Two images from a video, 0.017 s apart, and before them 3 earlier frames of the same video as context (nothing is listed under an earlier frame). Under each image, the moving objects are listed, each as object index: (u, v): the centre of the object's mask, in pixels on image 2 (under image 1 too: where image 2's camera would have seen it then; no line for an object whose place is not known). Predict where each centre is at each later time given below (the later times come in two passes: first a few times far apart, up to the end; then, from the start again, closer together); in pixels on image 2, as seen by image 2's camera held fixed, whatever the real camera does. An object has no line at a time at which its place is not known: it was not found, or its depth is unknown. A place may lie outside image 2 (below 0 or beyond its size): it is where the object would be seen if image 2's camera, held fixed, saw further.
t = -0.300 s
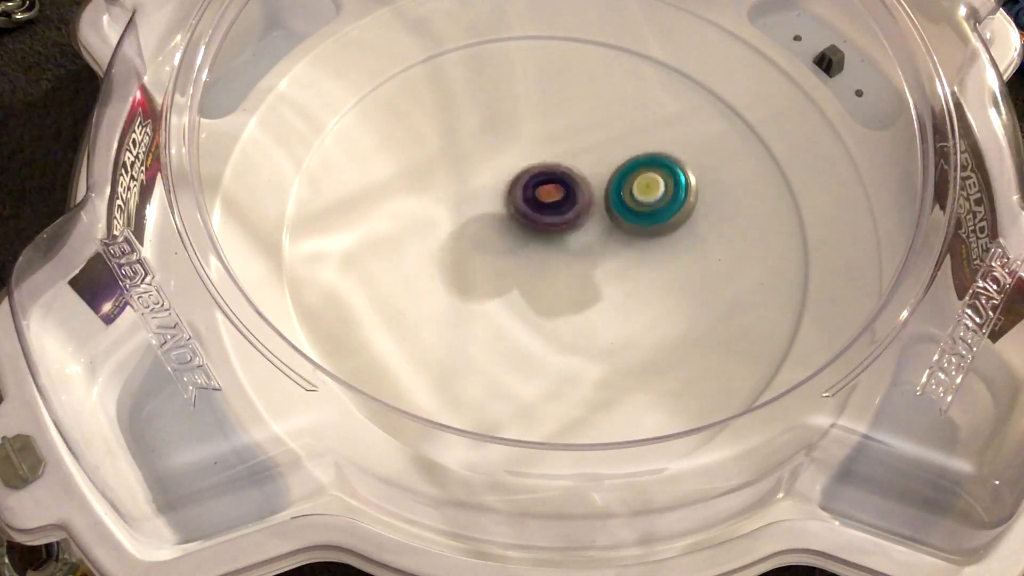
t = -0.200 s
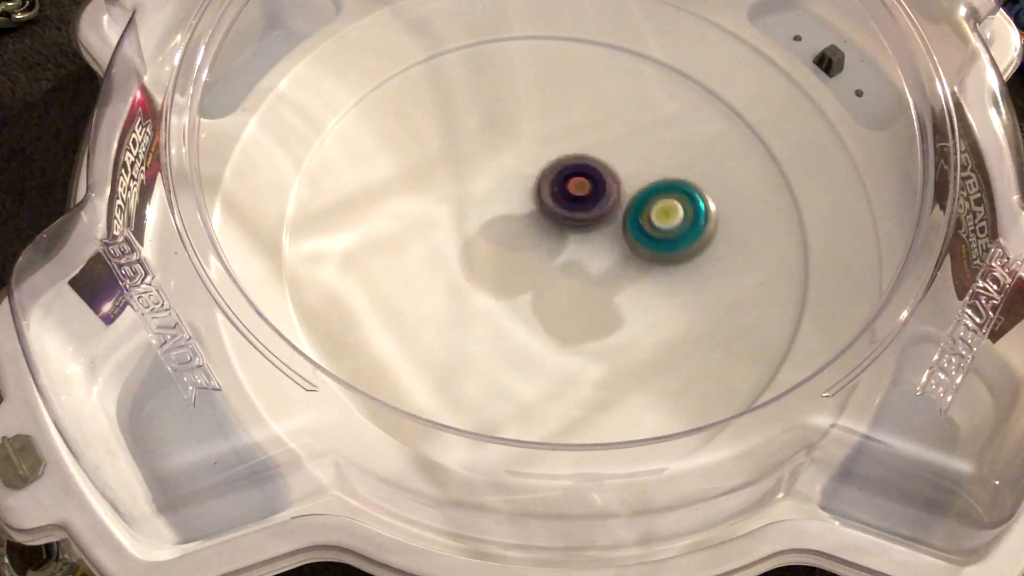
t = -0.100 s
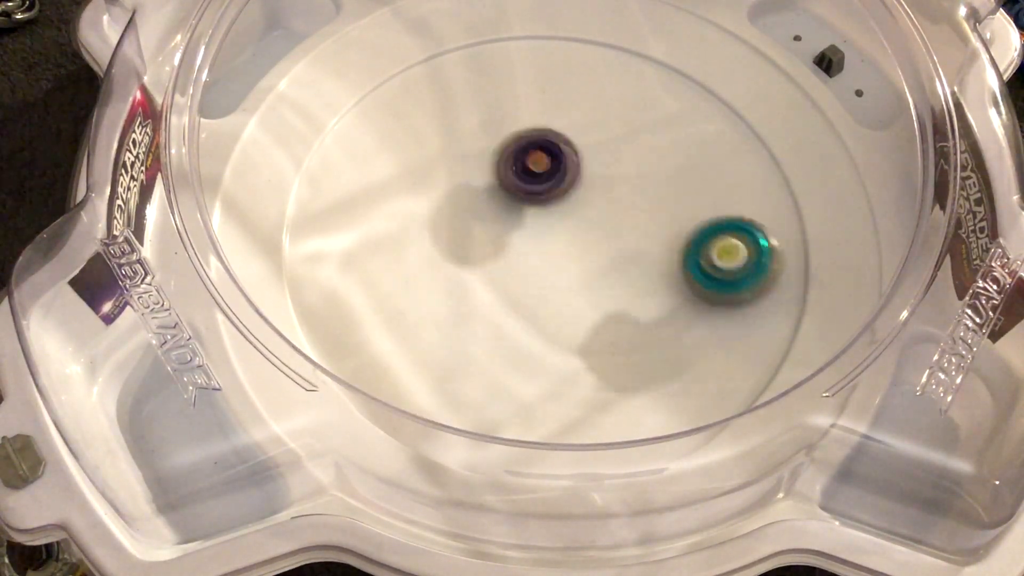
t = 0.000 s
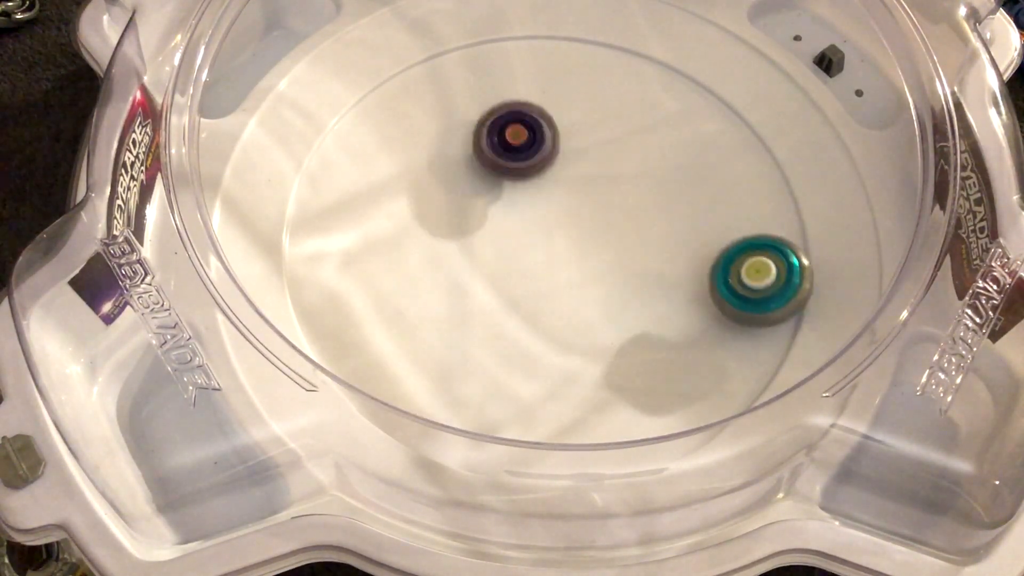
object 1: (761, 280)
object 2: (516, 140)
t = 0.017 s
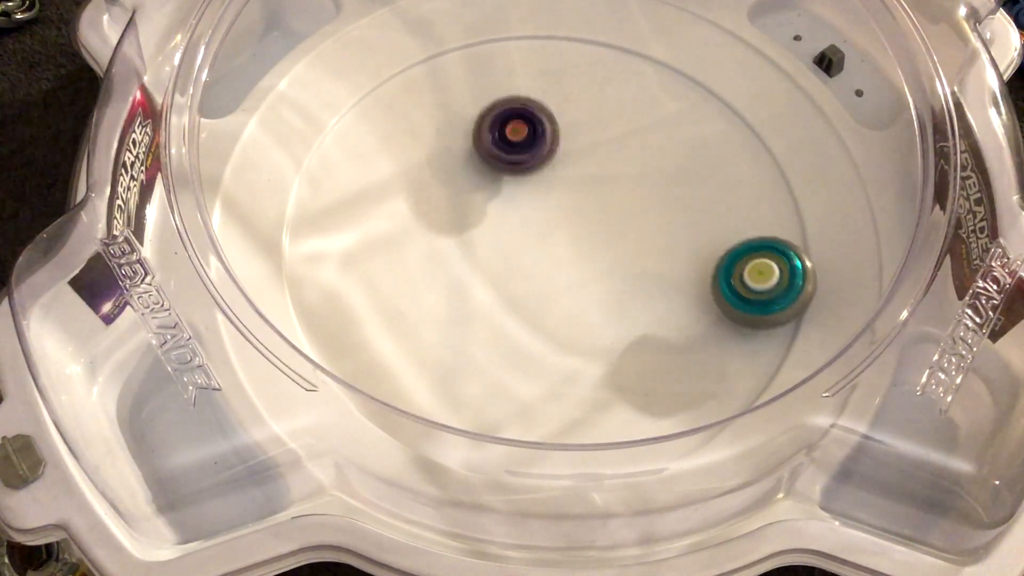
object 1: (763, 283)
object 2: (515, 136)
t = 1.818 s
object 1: (398, 191)
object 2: (556, 221)
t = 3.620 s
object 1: (685, 136)
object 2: (489, 279)
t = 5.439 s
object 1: (448, 336)
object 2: (494, 219)
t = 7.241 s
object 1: (630, 116)
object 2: (538, 167)
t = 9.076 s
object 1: (477, 302)
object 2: (590, 299)
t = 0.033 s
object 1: (766, 284)
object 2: (516, 132)
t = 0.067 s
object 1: (768, 287)
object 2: (520, 124)
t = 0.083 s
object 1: (769, 288)
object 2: (522, 120)
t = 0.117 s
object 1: (769, 289)
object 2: (529, 115)
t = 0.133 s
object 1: (768, 289)
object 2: (534, 113)
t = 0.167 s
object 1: (767, 289)
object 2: (544, 113)
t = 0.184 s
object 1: (765, 290)
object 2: (550, 116)
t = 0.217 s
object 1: (762, 290)
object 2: (560, 123)
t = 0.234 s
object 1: (759, 290)
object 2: (562, 129)
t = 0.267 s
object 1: (751, 291)
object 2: (567, 142)
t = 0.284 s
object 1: (745, 291)
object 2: (569, 148)
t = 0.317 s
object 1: (733, 292)
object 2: (569, 164)
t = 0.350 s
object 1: (719, 293)
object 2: (566, 180)
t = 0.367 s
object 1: (710, 293)
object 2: (564, 187)
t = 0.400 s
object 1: (692, 293)
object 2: (557, 201)
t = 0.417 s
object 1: (682, 293)
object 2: (553, 208)
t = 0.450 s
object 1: (662, 292)
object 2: (542, 220)
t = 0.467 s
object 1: (651, 292)
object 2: (535, 225)
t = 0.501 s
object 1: (630, 293)
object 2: (522, 235)
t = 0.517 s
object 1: (619, 293)
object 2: (515, 238)
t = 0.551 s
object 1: (598, 295)
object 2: (500, 244)
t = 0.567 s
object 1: (588, 295)
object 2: (493, 247)
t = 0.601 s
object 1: (567, 297)
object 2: (478, 249)
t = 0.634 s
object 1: (548, 299)
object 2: (463, 249)
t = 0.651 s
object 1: (539, 300)
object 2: (456, 250)
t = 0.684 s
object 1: (521, 303)
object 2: (444, 247)
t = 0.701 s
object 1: (513, 305)
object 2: (437, 243)
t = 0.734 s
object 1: (498, 309)
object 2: (427, 236)
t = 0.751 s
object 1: (491, 311)
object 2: (424, 232)
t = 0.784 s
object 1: (477, 315)
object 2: (421, 221)
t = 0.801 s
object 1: (472, 318)
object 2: (421, 216)
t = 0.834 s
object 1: (460, 323)
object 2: (426, 206)
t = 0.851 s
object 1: (455, 326)
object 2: (430, 201)
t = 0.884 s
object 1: (447, 331)
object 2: (442, 195)
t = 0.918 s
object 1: (441, 336)
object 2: (459, 191)
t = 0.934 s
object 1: (439, 337)
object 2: (467, 191)
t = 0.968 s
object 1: (436, 341)
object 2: (483, 192)
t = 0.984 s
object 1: (436, 342)
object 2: (494, 194)
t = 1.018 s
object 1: (436, 344)
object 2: (512, 199)
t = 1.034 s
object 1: (437, 345)
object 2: (518, 203)
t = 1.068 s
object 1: (440, 344)
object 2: (534, 212)
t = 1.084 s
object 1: (443, 343)
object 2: (542, 217)
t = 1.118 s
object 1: (448, 341)
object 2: (554, 227)
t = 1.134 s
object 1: (451, 339)
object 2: (561, 234)
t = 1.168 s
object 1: (457, 334)
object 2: (572, 246)
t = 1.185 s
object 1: (460, 332)
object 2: (576, 252)
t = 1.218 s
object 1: (466, 326)
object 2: (583, 266)
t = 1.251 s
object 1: (470, 318)
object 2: (589, 279)
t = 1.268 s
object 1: (473, 314)
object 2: (590, 284)
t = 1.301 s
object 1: (476, 305)
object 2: (592, 297)
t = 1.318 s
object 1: (477, 301)
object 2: (593, 305)
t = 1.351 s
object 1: (478, 292)
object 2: (590, 316)
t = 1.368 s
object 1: (477, 287)
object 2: (587, 322)
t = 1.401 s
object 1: (476, 277)
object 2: (580, 332)
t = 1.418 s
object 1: (474, 272)
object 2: (575, 334)
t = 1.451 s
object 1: (471, 263)
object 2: (563, 340)
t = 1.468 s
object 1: (469, 258)
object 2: (557, 341)
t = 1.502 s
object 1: (464, 249)
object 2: (543, 339)
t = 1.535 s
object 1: (457, 240)
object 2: (529, 332)
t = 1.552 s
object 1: (454, 236)
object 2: (524, 328)
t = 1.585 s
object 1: (447, 228)
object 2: (516, 316)
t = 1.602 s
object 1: (443, 223)
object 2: (513, 308)
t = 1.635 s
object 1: (436, 216)
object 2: (511, 293)
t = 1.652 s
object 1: (432, 213)
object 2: (512, 286)
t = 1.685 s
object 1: (424, 207)
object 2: (516, 270)
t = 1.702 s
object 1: (420, 204)
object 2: (518, 263)
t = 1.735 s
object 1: (413, 199)
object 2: (526, 250)
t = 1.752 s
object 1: (410, 197)
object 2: (532, 243)
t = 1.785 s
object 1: (404, 193)
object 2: (544, 231)
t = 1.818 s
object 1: (398, 191)
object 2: (556, 221)
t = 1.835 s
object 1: (396, 189)
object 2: (563, 216)
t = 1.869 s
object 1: (391, 188)
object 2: (578, 208)
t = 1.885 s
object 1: (389, 187)
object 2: (584, 205)
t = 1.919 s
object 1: (386, 186)
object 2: (599, 199)
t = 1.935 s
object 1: (385, 186)
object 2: (609, 197)
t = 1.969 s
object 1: (385, 186)
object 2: (623, 194)
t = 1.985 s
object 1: (386, 187)
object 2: (631, 194)
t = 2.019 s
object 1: (389, 187)
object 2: (645, 195)
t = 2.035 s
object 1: (391, 188)
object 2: (651, 195)
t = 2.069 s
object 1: (396, 190)
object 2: (663, 200)
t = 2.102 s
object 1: (403, 191)
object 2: (674, 207)
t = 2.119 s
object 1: (407, 191)
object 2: (679, 212)
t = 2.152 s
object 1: (415, 192)
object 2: (684, 222)
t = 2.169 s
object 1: (420, 192)
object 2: (684, 228)
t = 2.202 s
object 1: (430, 191)
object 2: (681, 240)
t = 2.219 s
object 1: (436, 191)
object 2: (678, 244)
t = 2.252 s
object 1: (446, 189)
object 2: (667, 254)
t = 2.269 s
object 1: (452, 188)
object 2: (661, 259)
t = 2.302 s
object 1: (463, 185)
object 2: (644, 264)
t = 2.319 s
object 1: (469, 183)
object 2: (634, 265)
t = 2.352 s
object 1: (480, 179)
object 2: (616, 265)
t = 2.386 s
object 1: (490, 173)
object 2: (598, 262)
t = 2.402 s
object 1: (495, 170)
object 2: (590, 258)
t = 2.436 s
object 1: (504, 163)
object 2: (573, 250)
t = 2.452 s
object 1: (508, 159)
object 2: (566, 247)
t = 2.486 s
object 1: (515, 151)
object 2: (553, 237)
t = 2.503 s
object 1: (518, 147)
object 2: (546, 231)
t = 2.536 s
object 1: (523, 137)
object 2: (534, 219)
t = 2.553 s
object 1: (525, 132)
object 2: (531, 214)
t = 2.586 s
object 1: (528, 106)
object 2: (523, 225)
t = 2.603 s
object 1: (530, 92)
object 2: (519, 230)
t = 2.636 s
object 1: (531, 72)
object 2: (511, 238)
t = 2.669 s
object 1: (531, 57)
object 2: (502, 243)
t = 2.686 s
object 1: (530, 51)
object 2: (498, 244)
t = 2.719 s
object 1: (528, 39)
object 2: (489, 244)
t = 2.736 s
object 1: (528, 36)
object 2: (483, 242)
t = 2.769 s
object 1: (526, 33)
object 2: (473, 237)
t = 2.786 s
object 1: (526, 34)
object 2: (469, 235)
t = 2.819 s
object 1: (525, 38)
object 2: (462, 227)
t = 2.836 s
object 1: (524, 41)
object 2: (459, 223)
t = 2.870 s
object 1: (525, 50)
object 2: (458, 214)
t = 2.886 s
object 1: (525, 54)
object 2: (459, 209)
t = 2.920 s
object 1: (527, 65)
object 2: (464, 200)
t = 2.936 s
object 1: (528, 71)
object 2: (467, 197)
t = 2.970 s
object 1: (531, 84)
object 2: (477, 191)
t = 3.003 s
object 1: (535, 97)
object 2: (489, 188)
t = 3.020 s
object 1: (538, 104)
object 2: (497, 188)
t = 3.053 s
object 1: (545, 116)
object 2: (510, 192)
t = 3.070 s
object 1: (551, 118)
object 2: (514, 200)
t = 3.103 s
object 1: (562, 120)
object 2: (523, 213)
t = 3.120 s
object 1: (568, 121)
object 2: (527, 220)
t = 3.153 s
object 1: (579, 123)
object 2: (533, 232)
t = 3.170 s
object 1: (584, 123)
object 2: (534, 238)
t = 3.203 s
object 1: (595, 124)
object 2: (538, 251)
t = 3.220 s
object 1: (600, 125)
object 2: (539, 258)
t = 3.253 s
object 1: (611, 126)
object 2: (540, 270)
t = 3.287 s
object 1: (621, 126)
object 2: (538, 282)
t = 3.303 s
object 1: (626, 126)
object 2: (536, 287)
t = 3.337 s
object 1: (635, 126)
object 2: (532, 297)
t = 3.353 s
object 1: (640, 126)
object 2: (529, 301)
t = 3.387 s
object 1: (648, 127)
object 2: (522, 307)
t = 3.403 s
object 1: (652, 127)
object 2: (519, 310)
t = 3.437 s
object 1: (659, 127)
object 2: (510, 313)
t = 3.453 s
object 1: (662, 127)
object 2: (506, 313)
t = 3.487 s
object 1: (668, 128)
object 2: (497, 311)
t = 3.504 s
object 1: (671, 129)
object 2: (494, 309)
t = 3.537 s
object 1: (676, 130)
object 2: (488, 303)
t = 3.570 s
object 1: (680, 133)
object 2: (485, 294)
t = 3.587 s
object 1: (682, 134)
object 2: (485, 289)
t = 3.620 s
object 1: (685, 136)
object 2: (489, 279)
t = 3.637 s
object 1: (686, 138)
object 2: (492, 274)
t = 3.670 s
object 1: (688, 142)
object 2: (501, 263)
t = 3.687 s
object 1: (688, 144)
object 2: (505, 259)
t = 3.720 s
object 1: (688, 149)
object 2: (517, 250)
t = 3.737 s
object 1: (687, 152)
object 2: (523, 245)
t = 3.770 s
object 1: (686, 159)
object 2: (538, 239)
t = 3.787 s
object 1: (685, 162)
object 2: (545, 236)
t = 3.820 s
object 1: (683, 170)
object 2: (561, 232)
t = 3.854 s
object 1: (681, 178)
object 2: (575, 229)
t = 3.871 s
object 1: (680, 182)
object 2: (582, 228)
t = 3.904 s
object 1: (679, 189)
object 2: (590, 229)
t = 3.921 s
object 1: (694, 188)
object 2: (579, 233)
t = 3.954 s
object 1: (716, 189)
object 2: (557, 241)
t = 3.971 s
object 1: (723, 190)
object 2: (547, 244)
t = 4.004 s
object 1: (737, 193)
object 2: (532, 246)
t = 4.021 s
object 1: (741, 194)
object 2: (525, 246)
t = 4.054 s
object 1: (748, 197)
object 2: (515, 243)
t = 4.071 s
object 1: (751, 198)
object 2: (512, 241)
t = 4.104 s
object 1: (757, 202)
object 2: (507, 234)
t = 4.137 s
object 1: (761, 206)
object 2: (505, 224)
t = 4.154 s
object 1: (762, 208)
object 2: (505, 219)
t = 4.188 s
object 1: (763, 212)
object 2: (508, 209)
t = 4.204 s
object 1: (763, 215)
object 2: (511, 205)
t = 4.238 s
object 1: (761, 219)
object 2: (519, 198)
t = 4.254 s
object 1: (759, 222)
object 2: (523, 195)
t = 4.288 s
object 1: (755, 227)
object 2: (534, 191)
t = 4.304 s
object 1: (753, 228)
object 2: (541, 190)
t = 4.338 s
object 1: (746, 234)
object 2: (553, 189)
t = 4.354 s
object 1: (740, 236)
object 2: (559, 190)
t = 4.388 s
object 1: (730, 241)
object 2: (571, 193)
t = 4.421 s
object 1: (718, 246)
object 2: (582, 200)
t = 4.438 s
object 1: (712, 248)
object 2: (587, 204)
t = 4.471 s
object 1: (697, 253)
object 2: (594, 213)
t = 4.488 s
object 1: (689, 256)
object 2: (596, 218)
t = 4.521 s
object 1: (685, 268)
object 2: (586, 219)
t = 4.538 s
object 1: (685, 274)
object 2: (577, 219)
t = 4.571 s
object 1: (682, 287)
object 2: (563, 217)
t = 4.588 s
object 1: (680, 292)
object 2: (557, 215)
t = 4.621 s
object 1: (675, 302)
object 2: (545, 210)
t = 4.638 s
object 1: (672, 307)
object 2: (539, 208)
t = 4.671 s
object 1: (665, 314)
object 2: (529, 200)
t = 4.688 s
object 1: (660, 318)
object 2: (525, 195)
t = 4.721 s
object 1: (652, 324)
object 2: (519, 188)
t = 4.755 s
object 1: (643, 330)
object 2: (515, 180)
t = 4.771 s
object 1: (638, 333)
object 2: (514, 176)
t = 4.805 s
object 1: (629, 337)
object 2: (514, 168)
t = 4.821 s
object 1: (624, 339)
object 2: (515, 164)
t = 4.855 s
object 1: (613, 343)
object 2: (518, 158)
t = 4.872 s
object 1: (608, 344)
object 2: (522, 156)
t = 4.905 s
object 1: (598, 347)
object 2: (530, 153)
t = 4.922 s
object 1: (593, 348)
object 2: (533, 153)
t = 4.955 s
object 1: (583, 349)
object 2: (542, 155)
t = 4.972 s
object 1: (578, 350)
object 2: (547, 158)
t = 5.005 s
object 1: (568, 350)
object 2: (554, 165)
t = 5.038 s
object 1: (558, 350)
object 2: (559, 174)
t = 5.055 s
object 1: (554, 350)
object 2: (560, 180)
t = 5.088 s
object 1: (544, 348)
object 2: (562, 191)
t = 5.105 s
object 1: (539, 347)
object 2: (562, 197)
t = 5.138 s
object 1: (530, 345)
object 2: (559, 209)
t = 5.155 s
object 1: (526, 343)
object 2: (557, 215)
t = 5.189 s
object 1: (517, 340)
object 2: (551, 226)
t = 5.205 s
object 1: (513, 339)
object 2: (546, 230)
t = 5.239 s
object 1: (505, 335)
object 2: (537, 239)
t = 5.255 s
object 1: (501, 333)
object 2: (533, 242)
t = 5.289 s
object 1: (493, 328)
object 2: (521, 249)
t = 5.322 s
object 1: (483, 329)
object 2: (511, 246)
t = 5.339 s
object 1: (478, 331)
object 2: (507, 243)
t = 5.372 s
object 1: (467, 334)
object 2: (499, 236)
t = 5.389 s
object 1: (462, 335)
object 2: (497, 232)
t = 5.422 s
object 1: (452, 336)
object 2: (494, 224)
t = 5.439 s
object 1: (448, 336)
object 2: (494, 219)
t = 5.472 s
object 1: (441, 335)
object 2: (495, 211)
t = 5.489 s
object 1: (438, 334)
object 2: (498, 207)
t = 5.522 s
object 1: (434, 332)
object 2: (505, 201)
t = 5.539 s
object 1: (433, 330)
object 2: (509, 198)
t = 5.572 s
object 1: (431, 326)
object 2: (519, 195)
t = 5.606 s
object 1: (432, 320)
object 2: (530, 194)
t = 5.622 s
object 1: (432, 317)
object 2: (536, 194)
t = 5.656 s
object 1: (434, 310)
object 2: (548, 197)
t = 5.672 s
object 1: (435, 305)
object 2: (554, 199)
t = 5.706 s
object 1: (438, 297)
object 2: (565, 206)
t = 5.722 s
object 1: (440, 292)
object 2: (569, 209)
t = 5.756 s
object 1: (444, 282)
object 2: (577, 217)
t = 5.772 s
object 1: (446, 277)
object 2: (581, 224)
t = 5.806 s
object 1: (450, 267)
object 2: (585, 234)
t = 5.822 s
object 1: (452, 261)
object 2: (586, 239)
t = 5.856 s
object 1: (455, 250)
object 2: (586, 250)
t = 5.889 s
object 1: (457, 239)
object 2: (582, 260)
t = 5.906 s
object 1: (458, 233)
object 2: (581, 265)
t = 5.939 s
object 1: (459, 222)
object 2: (573, 273)
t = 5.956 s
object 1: (460, 217)
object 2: (568, 276)
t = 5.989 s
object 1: (460, 206)
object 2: (557, 280)
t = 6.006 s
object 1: (460, 201)
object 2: (552, 281)
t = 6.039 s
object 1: (459, 191)
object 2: (539, 281)
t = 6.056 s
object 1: (458, 186)
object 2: (533, 281)
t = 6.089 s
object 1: (456, 177)
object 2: (522, 276)
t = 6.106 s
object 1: (455, 173)
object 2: (517, 272)
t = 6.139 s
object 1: (453, 164)
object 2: (509, 263)
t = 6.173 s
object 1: (452, 156)
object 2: (504, 253)
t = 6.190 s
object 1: (451, 153)
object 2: (504, 248)
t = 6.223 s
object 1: (450, 146)
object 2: (503, 237)
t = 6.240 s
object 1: (449, 143)
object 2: (505, 231)
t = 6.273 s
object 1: (448, 138)
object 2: (510, 220)
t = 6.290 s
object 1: (448, 136)
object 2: (514, 215)
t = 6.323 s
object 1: (448, 132)
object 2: (523, 207)
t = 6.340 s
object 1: (448, 130)
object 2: (529, 203)
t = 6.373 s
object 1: (450, 127)
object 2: (541, 197)
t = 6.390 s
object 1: (451, 126)
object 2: (547, 195)
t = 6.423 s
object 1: (453, 125)
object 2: (561, 192)
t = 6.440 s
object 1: (455, 124)
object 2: (568, 192)
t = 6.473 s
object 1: (459, 124)
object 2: (582, 193)
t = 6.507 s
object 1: (464, 124)
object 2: (595, 197)
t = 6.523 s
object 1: (466, 125)
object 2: (600, 200)
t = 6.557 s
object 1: (472, 126)
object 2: (611, 207)
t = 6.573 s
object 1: (476, 126)
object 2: (616, 211)
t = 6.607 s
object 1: (483, 128)
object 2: (622, 221)
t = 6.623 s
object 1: (486, 129)
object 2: (624, 227)
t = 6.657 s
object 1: (494, 130)
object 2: (626, 238)
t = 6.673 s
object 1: (498, 130)
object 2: (625, 244)
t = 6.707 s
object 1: (506, 131)
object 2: (621, 255)
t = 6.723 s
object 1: (511, 131)
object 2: (618, 261)
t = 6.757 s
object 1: (519, 132)
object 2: (609, 270)
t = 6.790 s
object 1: (527, 132)
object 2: (596, 275)
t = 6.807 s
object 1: (532, 132)
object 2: (590, 276)
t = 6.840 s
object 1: (541, 131)
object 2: (575, 277)
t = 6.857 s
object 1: (545, 131)
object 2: (567, 278)
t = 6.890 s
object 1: (553, 130)
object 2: (551, 275)
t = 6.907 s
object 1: (558, 129)
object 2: (544, 271)
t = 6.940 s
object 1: (566, 128)
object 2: (531, 263)
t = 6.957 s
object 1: (570, 127)
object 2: (526, 260)
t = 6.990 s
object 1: (579, 126)
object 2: (517, 248)
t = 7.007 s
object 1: (583, 125)
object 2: (513, 242)
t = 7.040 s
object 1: (591, 123)
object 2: (508, 230)
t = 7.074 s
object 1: (598, 121)
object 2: (506, 217)
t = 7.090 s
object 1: (602, 120)
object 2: (506, 211)
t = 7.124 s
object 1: (609, 118)
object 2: (508, 200)
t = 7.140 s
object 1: (612, 118)
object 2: (512, 193)
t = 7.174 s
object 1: (619, 116)
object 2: (518, 183)
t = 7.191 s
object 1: (622, 116)
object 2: (521, 178)
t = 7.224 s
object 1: (628, 116)
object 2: (531, 170)
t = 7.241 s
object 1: (630, 116)
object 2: (538, 167)
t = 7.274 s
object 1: (635, 116)
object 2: (550, 162)
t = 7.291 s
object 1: (637, 117)
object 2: (555, 161)
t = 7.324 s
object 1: (651, 112)
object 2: (555, 167)
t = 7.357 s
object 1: (670, 107)
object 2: (547, 177)
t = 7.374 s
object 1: (678, 105)
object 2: (544, 181)
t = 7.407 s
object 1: (689, 103)
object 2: (538, 189)
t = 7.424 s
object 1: (693, 102)
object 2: (535, 193)
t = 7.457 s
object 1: (700, 101)
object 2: (528, 199)
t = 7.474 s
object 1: (704, 100)
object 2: (524, 202)
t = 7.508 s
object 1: (710, 101)
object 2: (516, 207)
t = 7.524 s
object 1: (712, 101)
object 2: (511, 209)
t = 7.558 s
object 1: (717, 103)
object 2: (502, 211)
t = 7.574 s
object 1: (719, 105)
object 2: (498, 212)
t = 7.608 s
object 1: (721, 108)
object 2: (489, 212)
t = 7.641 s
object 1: (723, 112)
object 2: (481, 211)
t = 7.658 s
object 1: (723, 115)
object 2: (479, 210)
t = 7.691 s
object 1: (722, 121)
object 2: (475, 206)
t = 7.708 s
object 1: (721, 124)
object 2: (475, 204)
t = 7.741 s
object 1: (719, 132)
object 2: (475, 201)
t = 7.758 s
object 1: (717, 136)
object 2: (477, 200)
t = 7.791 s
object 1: (714, 144)
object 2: (481, 199)
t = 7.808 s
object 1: (712, 149)
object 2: (483, 199)
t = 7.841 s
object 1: (707, 159)
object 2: (490, 200)
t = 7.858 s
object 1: (704, 163)
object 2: (494, 201)
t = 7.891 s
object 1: (697, 173)
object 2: (503, 204)
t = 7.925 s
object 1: (688, 185)
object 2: (511, 208)
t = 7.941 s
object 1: (684, 191)
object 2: (515, 212)
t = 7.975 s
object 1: (677, 202)
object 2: (523, 219)
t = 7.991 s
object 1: (672, 207)
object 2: (527, 224)
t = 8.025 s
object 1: (664, 219)
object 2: (532, 232)
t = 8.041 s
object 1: (661, 225)
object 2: (535, 237)
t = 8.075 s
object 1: (653, 237)
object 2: (539, 247)
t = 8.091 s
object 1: (650, 243)
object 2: (540, 251)
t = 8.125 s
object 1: (643, 255)
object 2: (541, 261)
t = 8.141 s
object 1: (640, 261)
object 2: (541, 266)
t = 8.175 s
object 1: (637, 273)
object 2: (534, 273)
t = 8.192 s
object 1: (640, 280)
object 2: (526, 276)
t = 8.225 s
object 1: (643, 292)
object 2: (513, 277)
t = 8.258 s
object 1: (643, 304)
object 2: (500, 276)
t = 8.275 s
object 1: (643, 310)
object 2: (494, 274)
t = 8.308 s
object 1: (643, 320)
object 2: (483, 268)
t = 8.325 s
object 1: (643, 325)
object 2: (478, 264)
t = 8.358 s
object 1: (642, 334)
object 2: (471, 254)
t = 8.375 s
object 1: (642, 338)
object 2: (469, 249)
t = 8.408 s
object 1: (641, 345)
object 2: (468, 239)
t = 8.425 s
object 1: (640, 348)
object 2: (469, 233)
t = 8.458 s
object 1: (637, 354)
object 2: (474, 222)
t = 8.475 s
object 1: (636, 356)
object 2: (477, 218)
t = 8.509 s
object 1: (633, 359)
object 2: (487, 210)
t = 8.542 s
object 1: (628, 361)
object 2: (499, 203)
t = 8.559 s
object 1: (625, 361)
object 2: (506, 201)
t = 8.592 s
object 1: (620, 360)
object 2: (520, 198)
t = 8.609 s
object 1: (617, 360)
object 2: (528, 197)
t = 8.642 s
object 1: (610, 357)
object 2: (544, 197)
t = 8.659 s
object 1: (606, 356)
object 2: (552, 198)
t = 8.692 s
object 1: (598, 353)
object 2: (567, 201)
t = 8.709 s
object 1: (593, 351)
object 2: (575, 203)
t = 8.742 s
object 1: (584, 346)
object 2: (587, 209)
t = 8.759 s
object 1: (579, 344)
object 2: (593, 213)
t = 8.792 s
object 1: (569, 339)
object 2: (604, 222)
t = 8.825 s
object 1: (559, 335)
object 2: (613, 231)
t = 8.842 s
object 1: (554, 332)
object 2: (617, 237)
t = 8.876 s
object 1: (544, 327)
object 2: (622, 247)
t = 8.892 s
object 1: (538, 325)
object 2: (623, 252)
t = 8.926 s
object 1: (526, 320)
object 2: (623, 264)
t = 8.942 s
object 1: (521, 318)
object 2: (623, 270)
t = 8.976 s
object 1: (510, 313)
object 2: (620, 280)
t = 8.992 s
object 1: (505, 311)
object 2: (616, 285)
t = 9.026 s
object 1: (494, 307)
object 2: (608, 294)
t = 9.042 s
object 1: (488, 305)
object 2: (603, 296)
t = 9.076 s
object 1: (477, 302)
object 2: (590, 299)
